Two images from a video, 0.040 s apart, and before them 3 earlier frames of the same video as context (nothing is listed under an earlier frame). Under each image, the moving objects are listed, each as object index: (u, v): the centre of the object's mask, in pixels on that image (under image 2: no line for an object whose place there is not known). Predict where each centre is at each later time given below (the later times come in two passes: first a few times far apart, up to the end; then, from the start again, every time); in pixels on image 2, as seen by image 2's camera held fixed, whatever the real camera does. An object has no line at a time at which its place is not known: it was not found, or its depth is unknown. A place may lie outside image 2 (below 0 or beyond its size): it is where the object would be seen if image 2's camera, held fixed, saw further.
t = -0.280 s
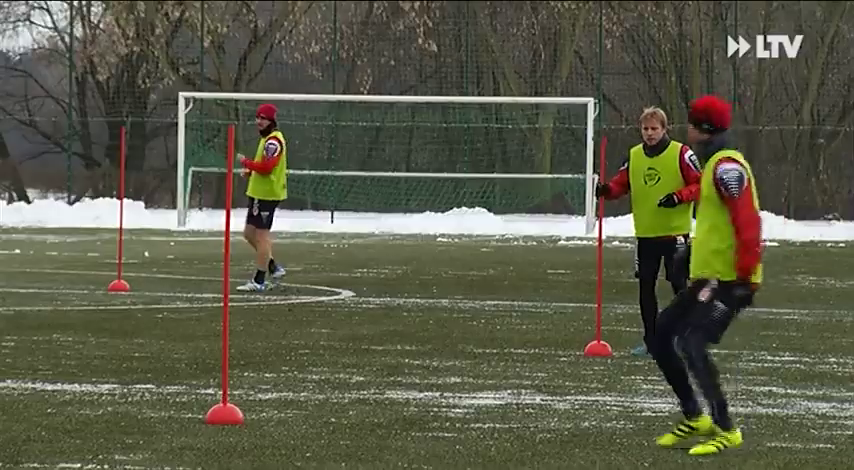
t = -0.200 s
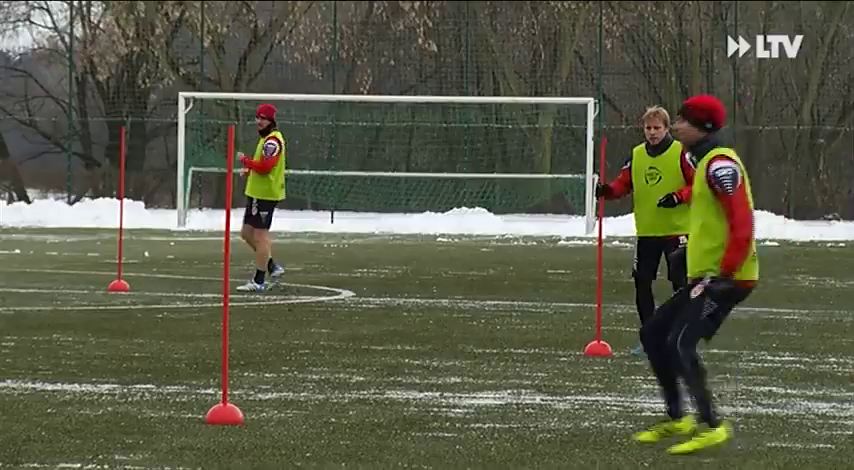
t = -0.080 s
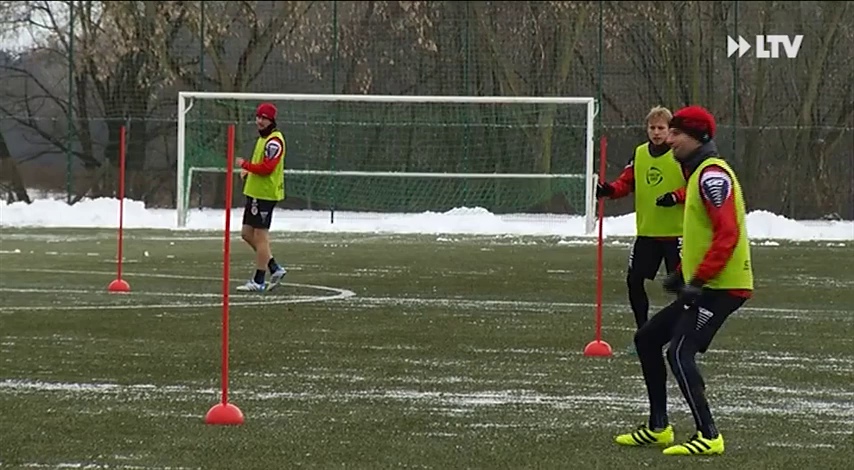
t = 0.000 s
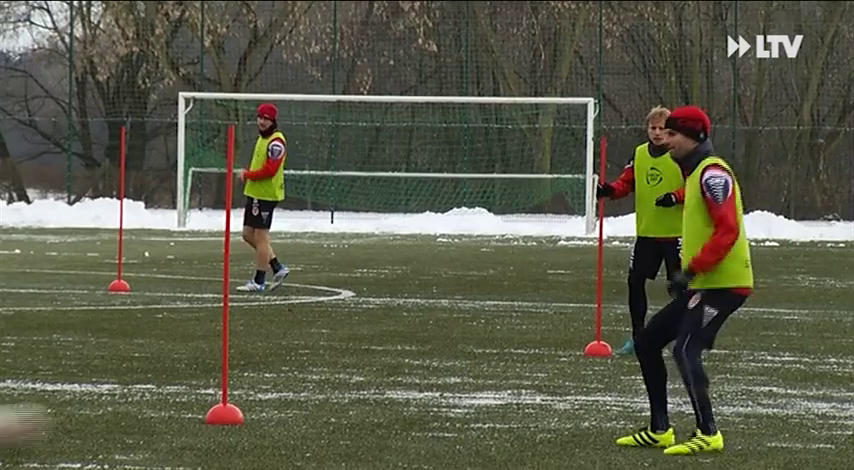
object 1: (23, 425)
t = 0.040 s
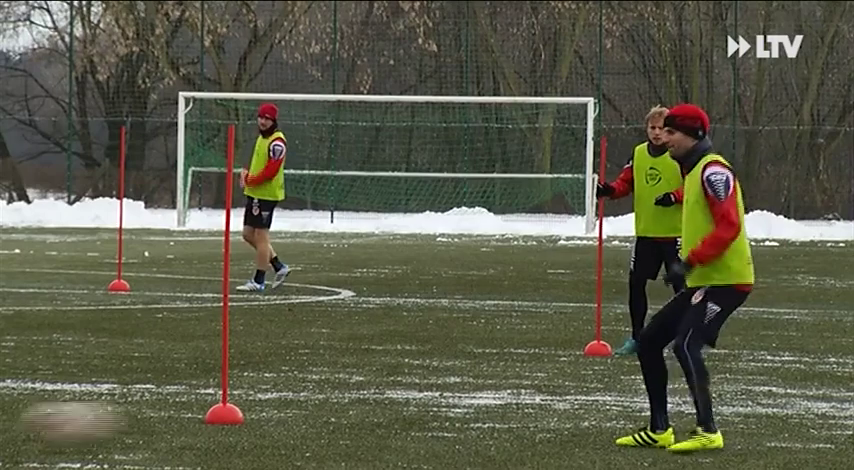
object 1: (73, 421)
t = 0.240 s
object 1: (399, 424)
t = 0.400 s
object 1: (620, 424)
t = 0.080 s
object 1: (145, 423)
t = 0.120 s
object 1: (214, 426)
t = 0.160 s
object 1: (282, 421)
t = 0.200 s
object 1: (343, 421)
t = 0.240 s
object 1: (399, 424)
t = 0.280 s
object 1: (453, 422)
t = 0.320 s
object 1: (512, 415)
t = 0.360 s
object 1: (566, 417)
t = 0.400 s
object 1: (620, 424)
